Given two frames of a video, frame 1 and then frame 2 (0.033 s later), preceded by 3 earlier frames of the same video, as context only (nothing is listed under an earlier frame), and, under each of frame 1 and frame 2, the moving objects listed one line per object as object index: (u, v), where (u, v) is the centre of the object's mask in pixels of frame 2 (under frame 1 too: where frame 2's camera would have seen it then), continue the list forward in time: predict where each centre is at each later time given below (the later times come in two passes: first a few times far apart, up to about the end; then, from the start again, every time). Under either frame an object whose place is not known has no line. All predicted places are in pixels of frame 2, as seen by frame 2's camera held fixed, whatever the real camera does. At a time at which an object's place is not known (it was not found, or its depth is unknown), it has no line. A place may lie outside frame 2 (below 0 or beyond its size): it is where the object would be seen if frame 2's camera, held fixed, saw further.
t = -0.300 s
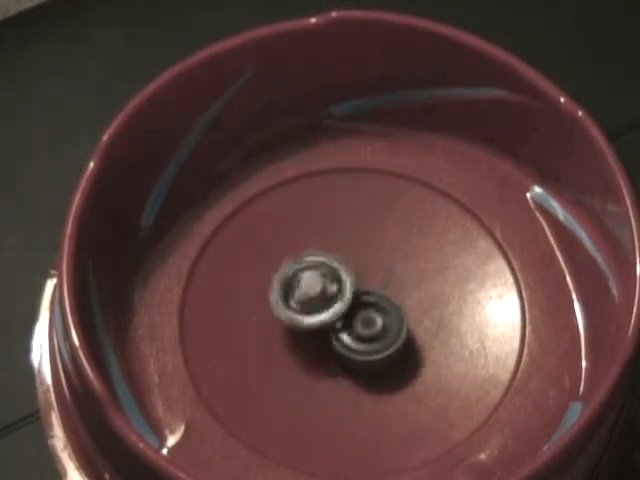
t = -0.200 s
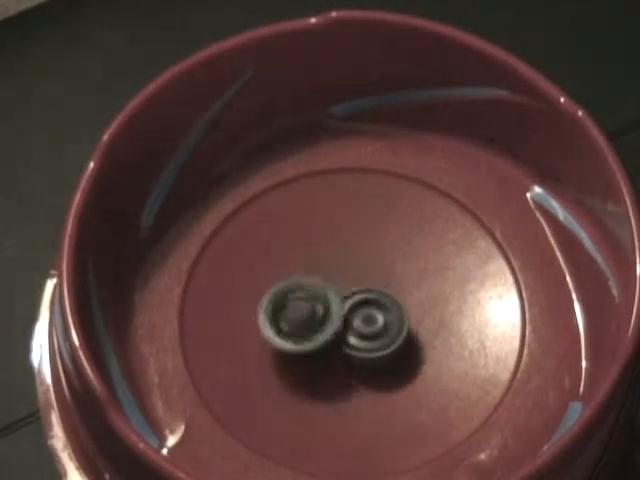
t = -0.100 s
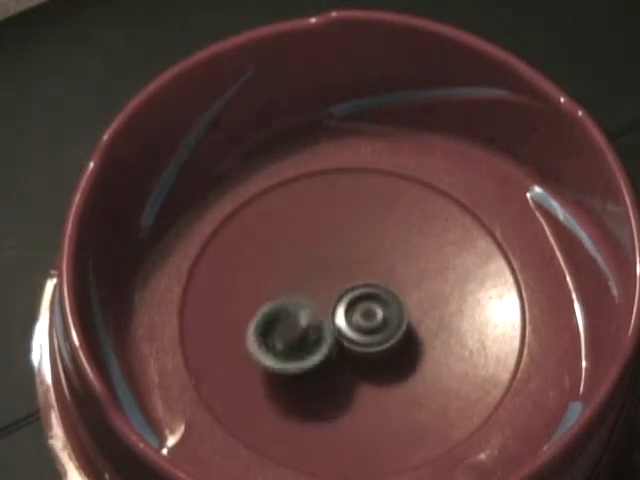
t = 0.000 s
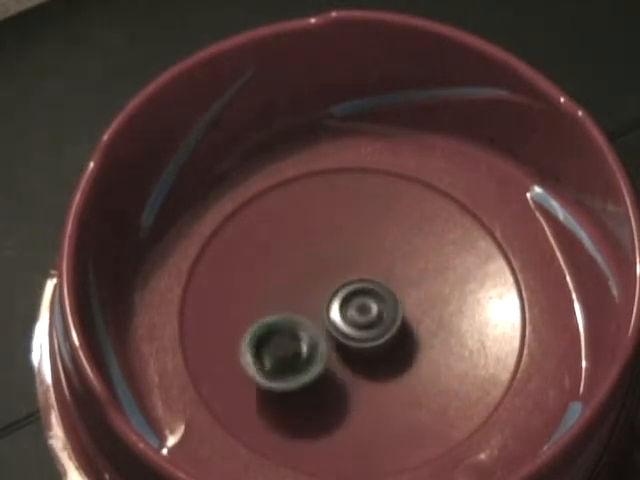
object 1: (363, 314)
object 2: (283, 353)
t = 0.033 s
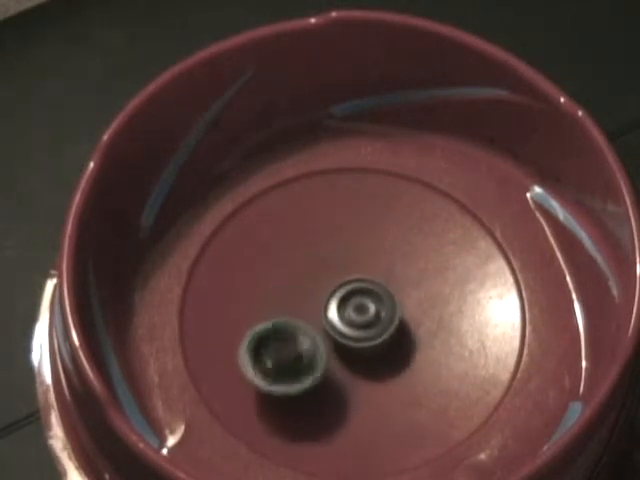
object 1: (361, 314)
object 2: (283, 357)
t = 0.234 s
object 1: (350, 313)
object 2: (303, 370)
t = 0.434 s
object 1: (353, 289)
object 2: (334, 386)
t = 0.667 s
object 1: (345, 272)
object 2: (390, 381)
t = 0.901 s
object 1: (343, 280)
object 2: (435, 344)
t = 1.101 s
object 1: (361, 303)
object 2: (446, 300)
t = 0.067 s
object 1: (359, 313)
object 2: (282, 361)
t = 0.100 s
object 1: (357, 315)
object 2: (283, 365)
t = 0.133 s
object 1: (355, 314)
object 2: (286, 368)
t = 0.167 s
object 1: (353, 314)
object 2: (290, 370)
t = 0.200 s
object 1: (351, 313)
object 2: (296, 370)
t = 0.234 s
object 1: (350, 313)
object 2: (303, 370)
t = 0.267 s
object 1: (350, 312)
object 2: (312, 368)
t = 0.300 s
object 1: (349, 310)
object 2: (321, 366)
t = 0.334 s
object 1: (349, 306)
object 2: (329, 362)
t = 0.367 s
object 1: (350, 305)
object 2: (331, 372)
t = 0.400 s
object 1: (354, 297)
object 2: (332, 381)
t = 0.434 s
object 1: (353, 289)
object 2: (334, 386)
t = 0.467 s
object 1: (353, 285)
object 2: (338, 386)
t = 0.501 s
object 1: (353, 281)
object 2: (346, 388)
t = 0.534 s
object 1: (351, 279)
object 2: (356, 388)
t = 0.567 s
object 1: (350, 277)
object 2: (366, 387)
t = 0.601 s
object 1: (348, 275)
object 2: (373, 386)
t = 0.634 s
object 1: (346, 273)
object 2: (383, 384)
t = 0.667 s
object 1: (345, 272)
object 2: (390, 381)
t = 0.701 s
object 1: (344, 271)
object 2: (398, 376)
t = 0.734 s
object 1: (343, 271)
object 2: (405, 373)
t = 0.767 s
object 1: (342, 271)
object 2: (413, 370)
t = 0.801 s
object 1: (341, 272)
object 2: (421, 365)
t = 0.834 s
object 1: (341, 274)
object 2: (426, 359)
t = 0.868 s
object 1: (342, 277)
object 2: (430, 351)
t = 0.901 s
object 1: (343, 280)
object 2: (435, 344)
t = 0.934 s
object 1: (344, 284)
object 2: (438, 336)
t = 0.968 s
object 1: (346, 288)
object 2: (441, 329)
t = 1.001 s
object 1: (349, 292)
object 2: (443, 322)
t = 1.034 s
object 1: (353, 295)
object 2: (445, 315)
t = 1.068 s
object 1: (357, 299)
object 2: (446, 308)
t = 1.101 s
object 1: (361, 303)
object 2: (446, 300)
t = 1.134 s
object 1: (365, 305)
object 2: (445, 295)
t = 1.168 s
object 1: (368, 308)
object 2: (443, 287)
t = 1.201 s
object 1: (372, 310)
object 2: (442, 281)
